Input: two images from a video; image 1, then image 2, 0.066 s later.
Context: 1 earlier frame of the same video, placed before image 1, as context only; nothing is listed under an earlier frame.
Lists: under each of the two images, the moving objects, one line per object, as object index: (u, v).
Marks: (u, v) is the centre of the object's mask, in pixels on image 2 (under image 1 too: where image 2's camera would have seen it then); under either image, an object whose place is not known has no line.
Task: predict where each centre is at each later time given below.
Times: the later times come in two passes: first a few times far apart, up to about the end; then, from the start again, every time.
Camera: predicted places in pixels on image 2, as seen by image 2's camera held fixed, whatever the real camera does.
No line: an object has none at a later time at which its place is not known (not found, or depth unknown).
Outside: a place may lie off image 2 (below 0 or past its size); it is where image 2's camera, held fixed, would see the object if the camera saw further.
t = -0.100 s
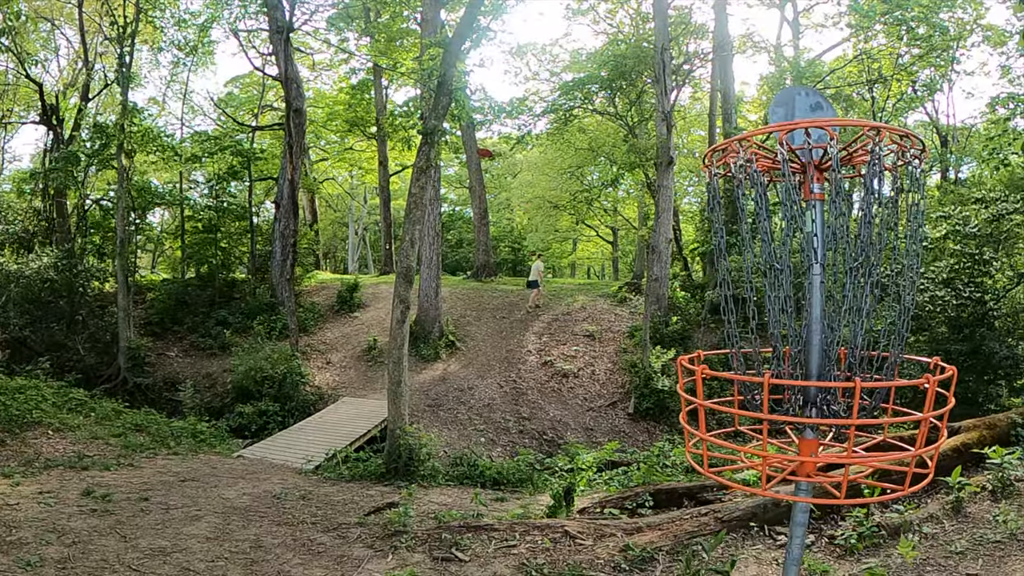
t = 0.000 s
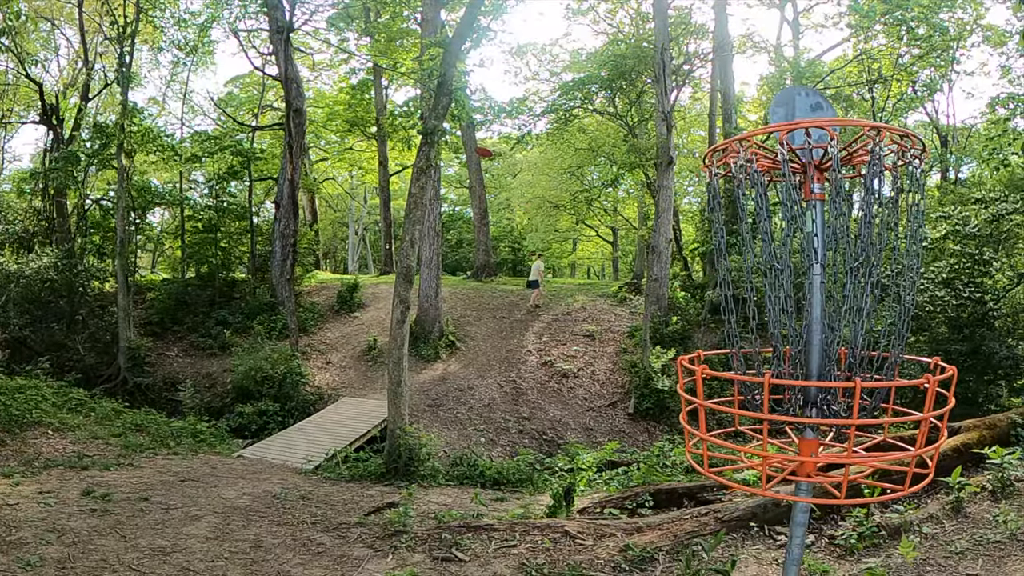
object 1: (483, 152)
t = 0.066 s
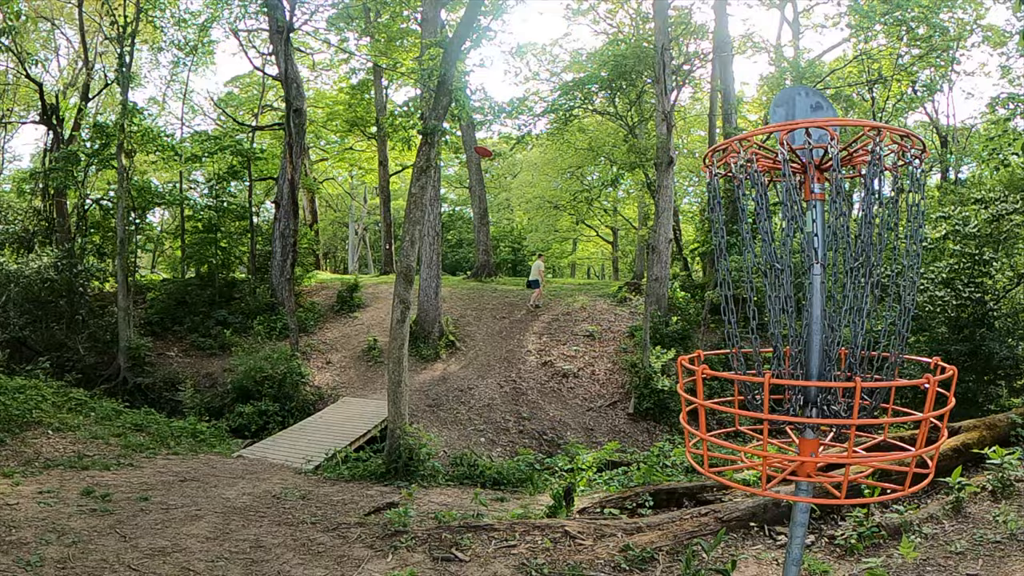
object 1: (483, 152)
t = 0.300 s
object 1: (482, 150)
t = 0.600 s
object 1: (481, 147)
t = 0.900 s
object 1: (483, 144)
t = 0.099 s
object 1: (483, 152)
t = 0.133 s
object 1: (482, 151)
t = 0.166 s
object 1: (482, 151)
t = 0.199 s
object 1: (482, 151)
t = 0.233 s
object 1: (482, 151)
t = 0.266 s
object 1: (482, 150)
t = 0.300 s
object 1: (482, 150)
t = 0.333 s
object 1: (481, 150)
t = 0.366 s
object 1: (481, 149)
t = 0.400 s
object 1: (481, 149)
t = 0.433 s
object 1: (481, 148)
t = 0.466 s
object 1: (481, 148)
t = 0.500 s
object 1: (481, 148)
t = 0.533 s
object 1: (481, 148)
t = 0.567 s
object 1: (481, 147)
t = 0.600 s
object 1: (481, 147)
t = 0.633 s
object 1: (481, 147)
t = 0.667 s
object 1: (481, 147)
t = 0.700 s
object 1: (481, 146)
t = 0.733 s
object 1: (481, 146)
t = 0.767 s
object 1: (482, 146)
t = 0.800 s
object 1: (482, 146)
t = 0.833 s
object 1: (483, 145)
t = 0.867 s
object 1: (483, 145)
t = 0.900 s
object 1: (483, 144)
